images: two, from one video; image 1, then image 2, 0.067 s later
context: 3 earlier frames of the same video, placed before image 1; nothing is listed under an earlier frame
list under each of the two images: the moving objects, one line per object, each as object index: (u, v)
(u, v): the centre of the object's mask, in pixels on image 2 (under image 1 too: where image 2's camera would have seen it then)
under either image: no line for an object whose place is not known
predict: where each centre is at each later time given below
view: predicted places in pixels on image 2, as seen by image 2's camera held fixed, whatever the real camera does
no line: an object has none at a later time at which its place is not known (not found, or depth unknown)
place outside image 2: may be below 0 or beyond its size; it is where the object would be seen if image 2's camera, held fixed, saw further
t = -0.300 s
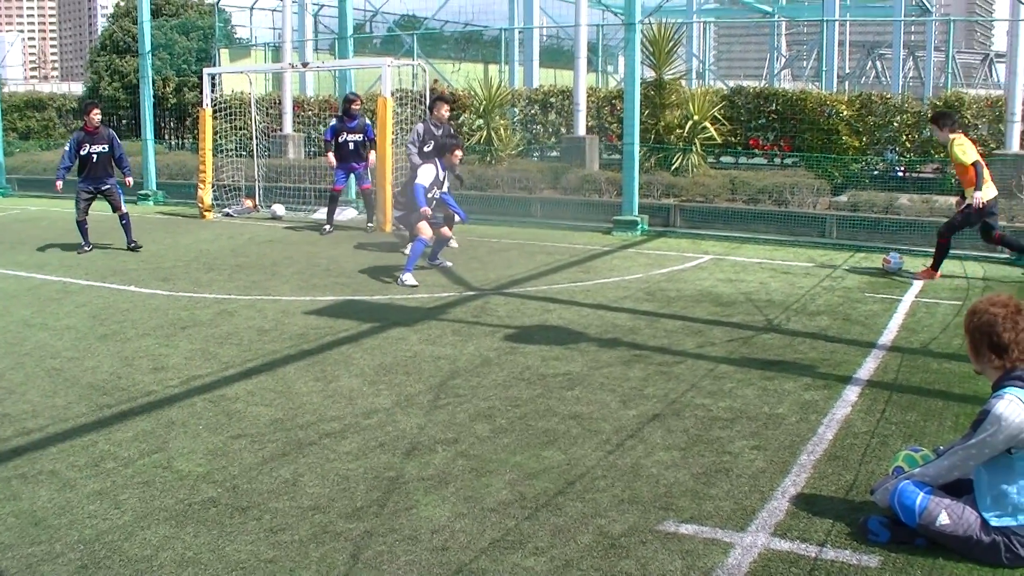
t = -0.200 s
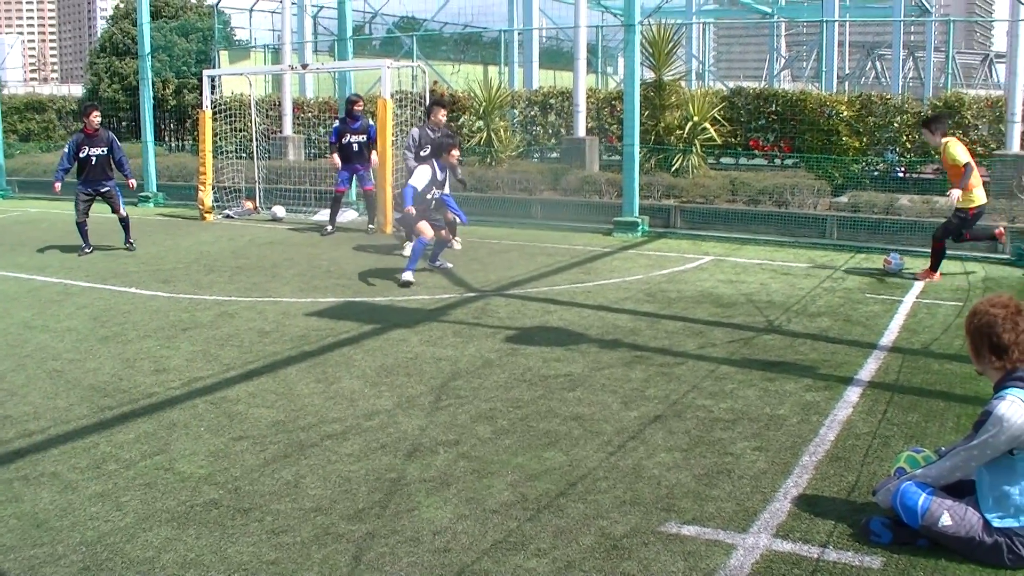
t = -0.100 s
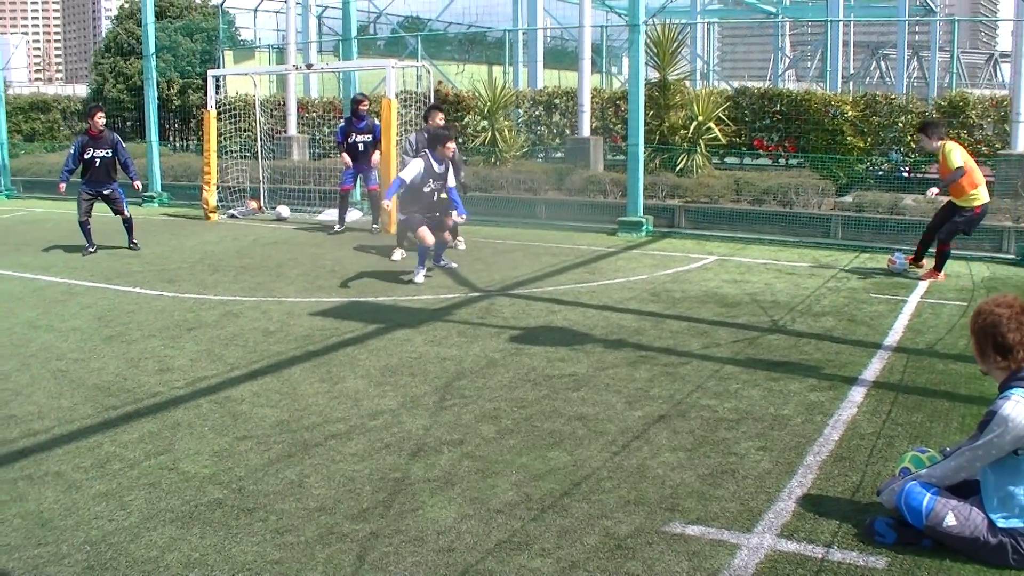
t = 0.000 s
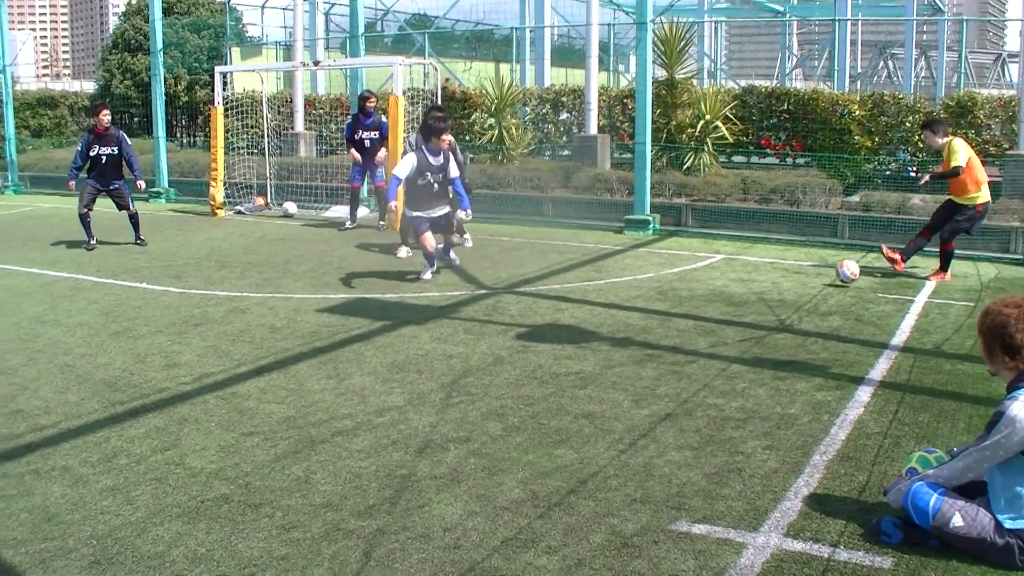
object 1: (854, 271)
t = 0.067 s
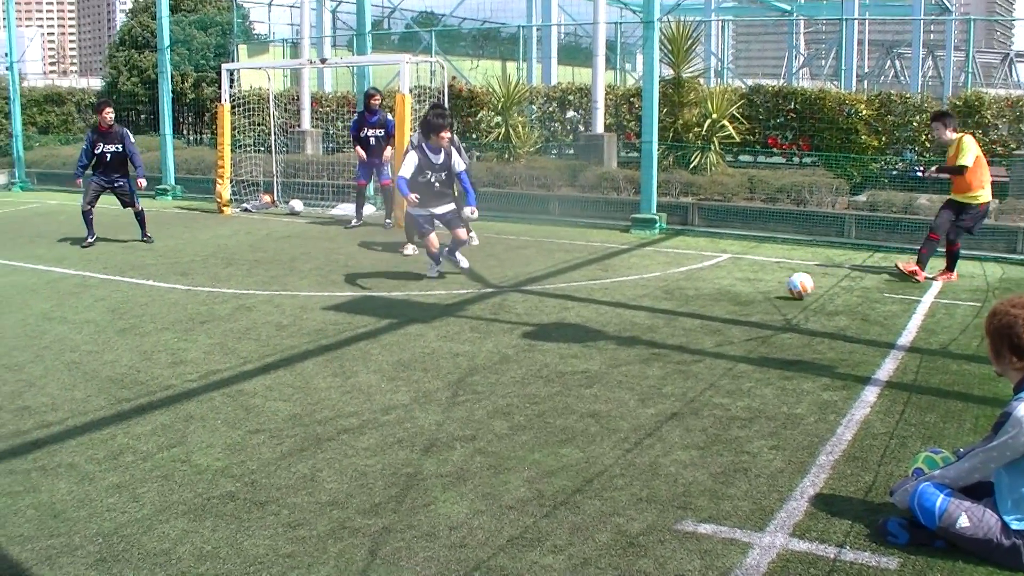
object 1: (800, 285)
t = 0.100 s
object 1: (771, 292)
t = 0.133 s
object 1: (742, 296)
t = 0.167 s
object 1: (711, 301)
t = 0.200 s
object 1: (677, 310)
